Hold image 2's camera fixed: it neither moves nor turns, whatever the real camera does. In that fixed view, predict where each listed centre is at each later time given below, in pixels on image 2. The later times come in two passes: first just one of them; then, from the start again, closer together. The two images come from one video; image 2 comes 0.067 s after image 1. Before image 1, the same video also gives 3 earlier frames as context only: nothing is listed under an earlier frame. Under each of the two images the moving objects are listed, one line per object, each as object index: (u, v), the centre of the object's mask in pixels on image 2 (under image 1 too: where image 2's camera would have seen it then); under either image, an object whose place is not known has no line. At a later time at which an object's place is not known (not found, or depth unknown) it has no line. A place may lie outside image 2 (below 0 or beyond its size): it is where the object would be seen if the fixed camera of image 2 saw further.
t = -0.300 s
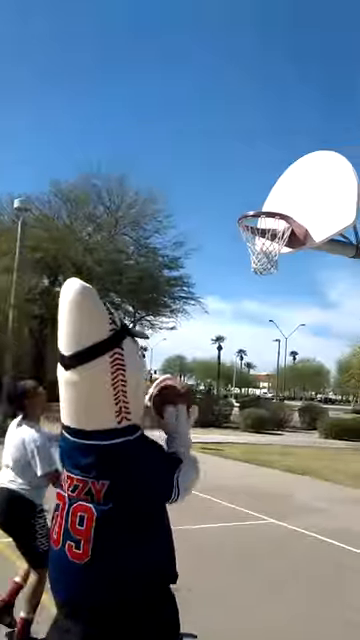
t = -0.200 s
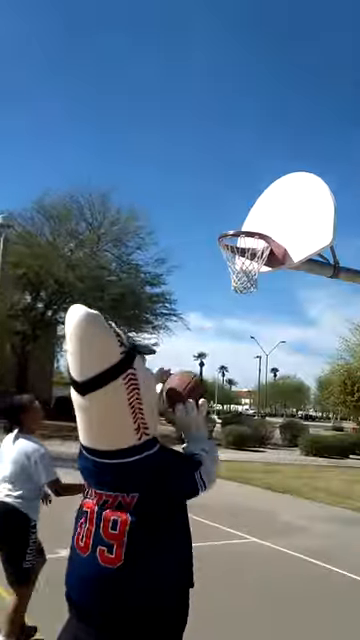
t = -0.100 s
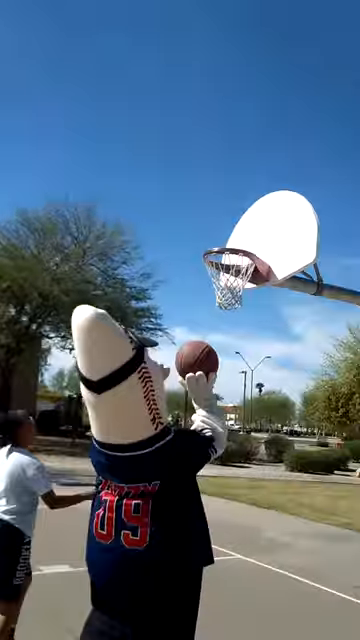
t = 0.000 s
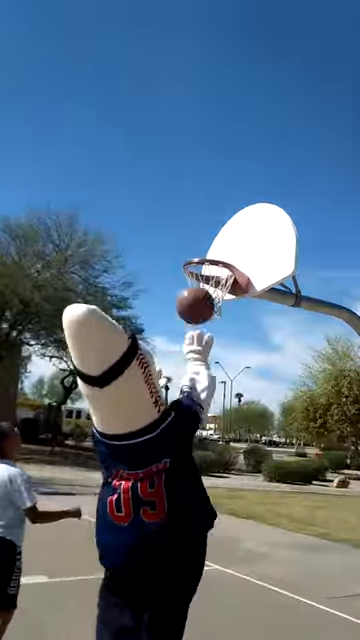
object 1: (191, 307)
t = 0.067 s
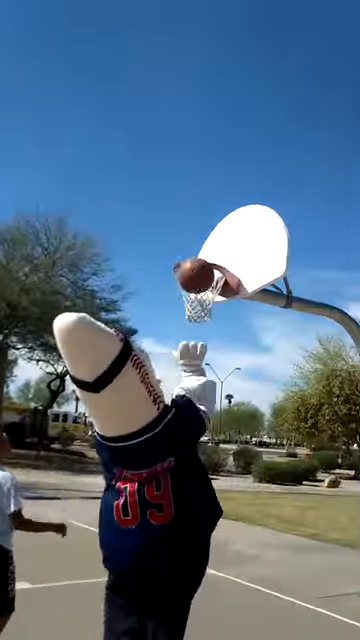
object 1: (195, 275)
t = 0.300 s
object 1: (224, 232)
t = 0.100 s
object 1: (205, 263)
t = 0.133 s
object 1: (208, 253)
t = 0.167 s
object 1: (209, 246)
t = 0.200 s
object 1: (215, 239)
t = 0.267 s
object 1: (222, 233)
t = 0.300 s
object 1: (224, 232)
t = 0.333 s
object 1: (228, 232)
